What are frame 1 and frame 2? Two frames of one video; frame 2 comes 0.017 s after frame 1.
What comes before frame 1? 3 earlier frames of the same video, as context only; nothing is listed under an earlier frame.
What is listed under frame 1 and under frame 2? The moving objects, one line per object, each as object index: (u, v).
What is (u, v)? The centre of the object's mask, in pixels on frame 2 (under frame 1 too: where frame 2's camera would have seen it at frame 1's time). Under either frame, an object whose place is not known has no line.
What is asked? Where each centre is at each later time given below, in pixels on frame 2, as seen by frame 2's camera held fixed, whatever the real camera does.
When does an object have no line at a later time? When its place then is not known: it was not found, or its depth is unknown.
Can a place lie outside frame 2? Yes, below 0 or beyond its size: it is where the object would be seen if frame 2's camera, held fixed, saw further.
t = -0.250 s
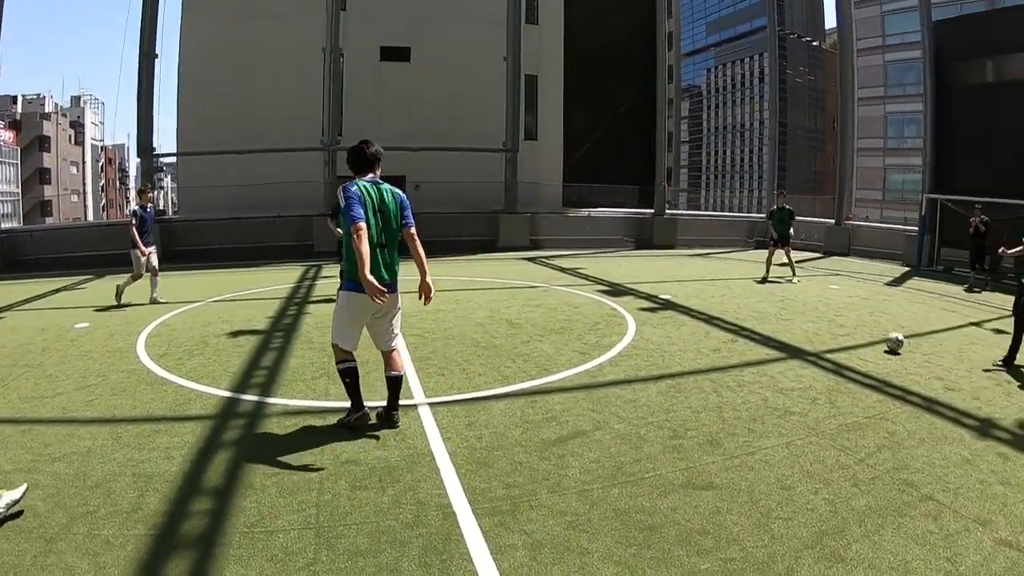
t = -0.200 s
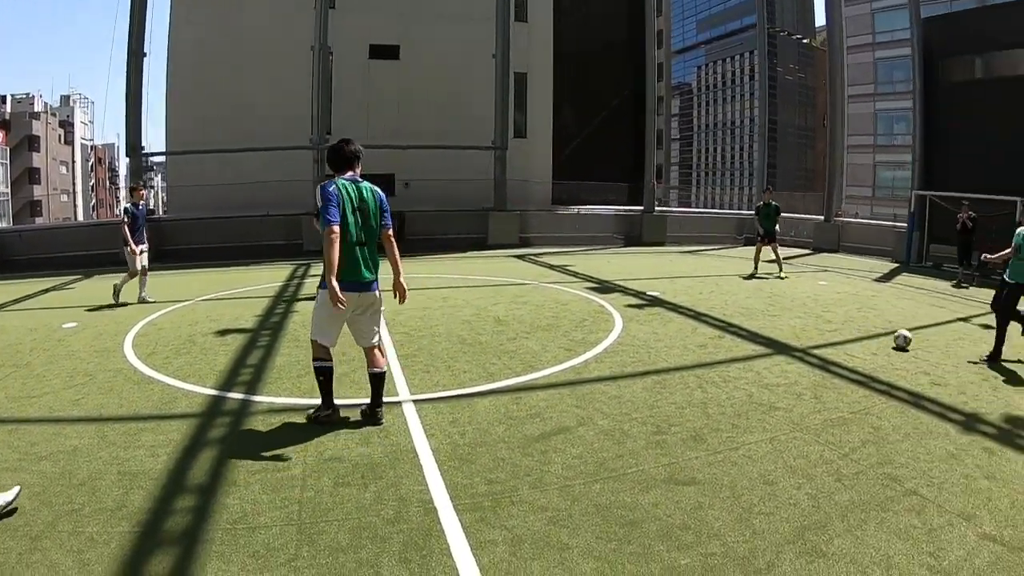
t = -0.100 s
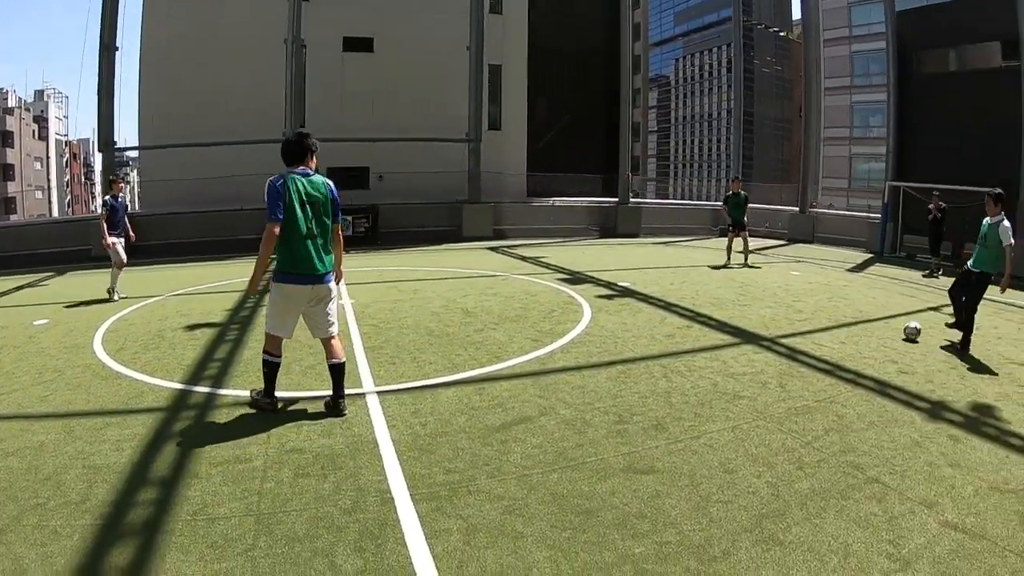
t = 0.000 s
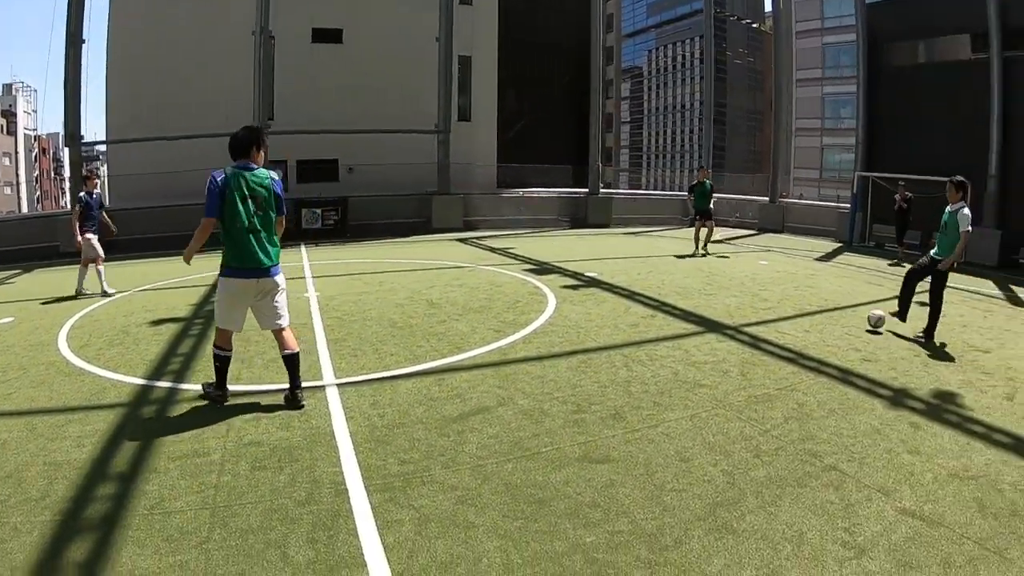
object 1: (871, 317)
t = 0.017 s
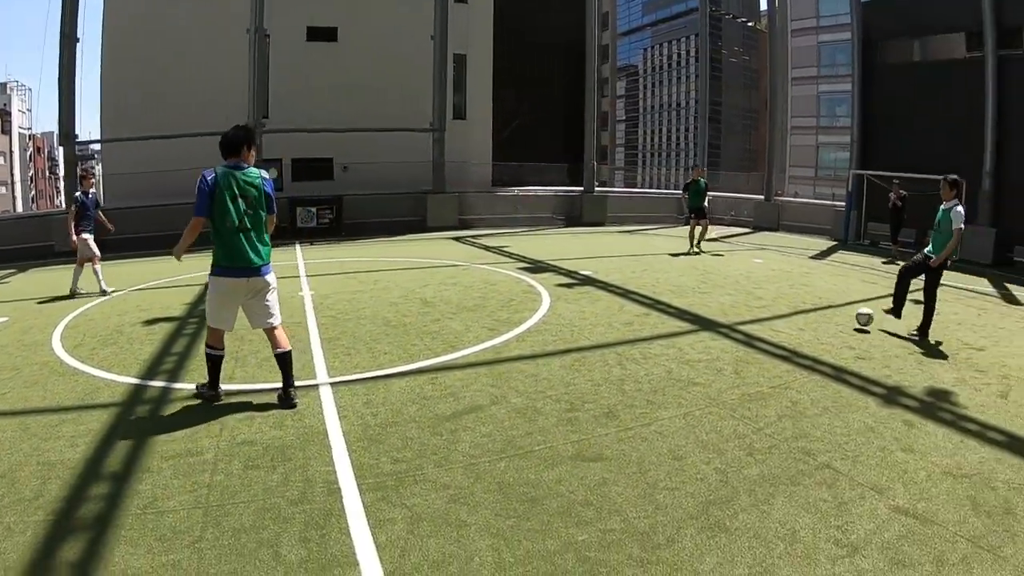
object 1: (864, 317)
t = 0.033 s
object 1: (857, 316)
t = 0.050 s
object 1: (850, 317)
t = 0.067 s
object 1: (843, 316)
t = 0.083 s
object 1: (836, 317)
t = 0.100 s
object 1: (829, 318)
